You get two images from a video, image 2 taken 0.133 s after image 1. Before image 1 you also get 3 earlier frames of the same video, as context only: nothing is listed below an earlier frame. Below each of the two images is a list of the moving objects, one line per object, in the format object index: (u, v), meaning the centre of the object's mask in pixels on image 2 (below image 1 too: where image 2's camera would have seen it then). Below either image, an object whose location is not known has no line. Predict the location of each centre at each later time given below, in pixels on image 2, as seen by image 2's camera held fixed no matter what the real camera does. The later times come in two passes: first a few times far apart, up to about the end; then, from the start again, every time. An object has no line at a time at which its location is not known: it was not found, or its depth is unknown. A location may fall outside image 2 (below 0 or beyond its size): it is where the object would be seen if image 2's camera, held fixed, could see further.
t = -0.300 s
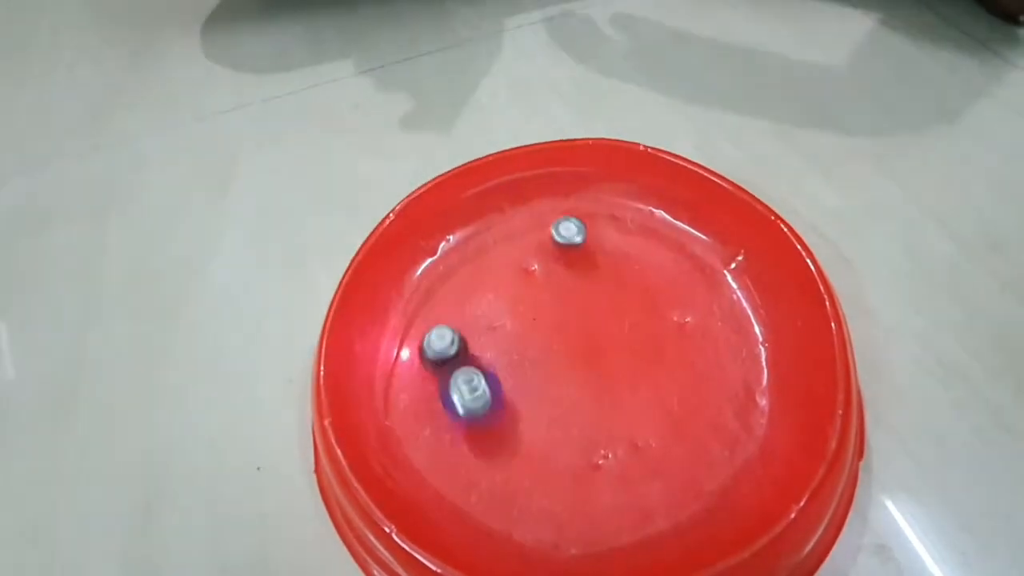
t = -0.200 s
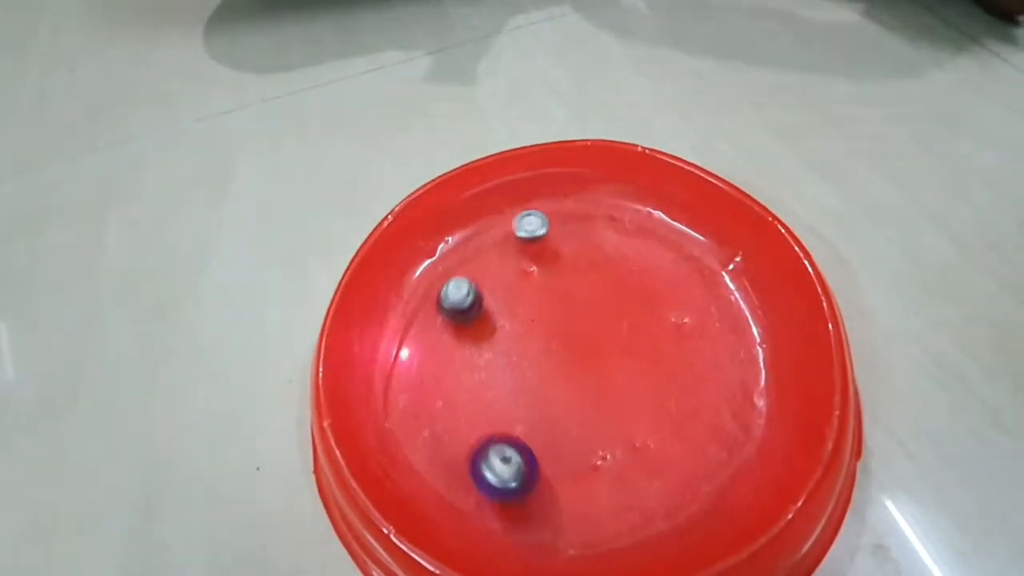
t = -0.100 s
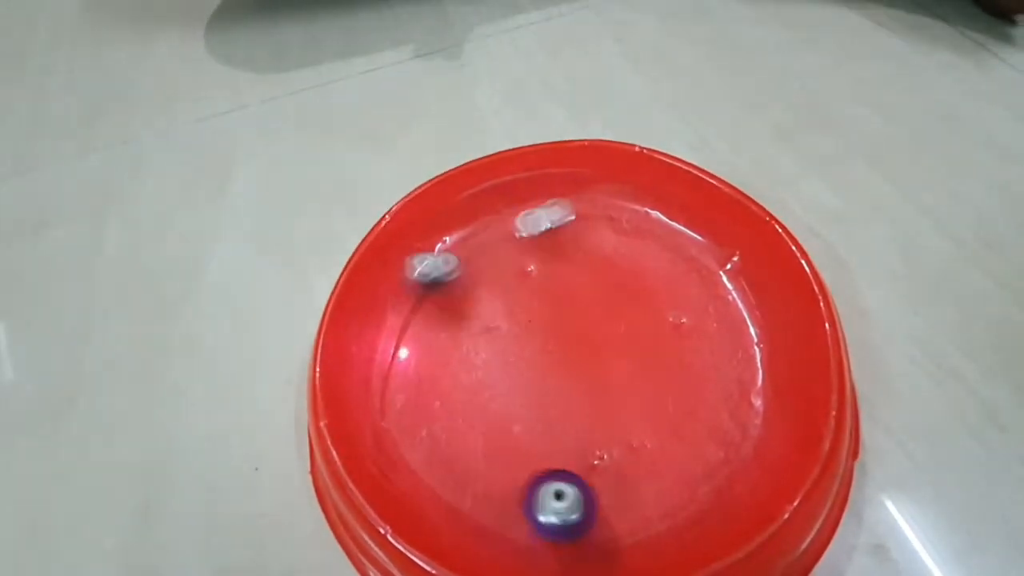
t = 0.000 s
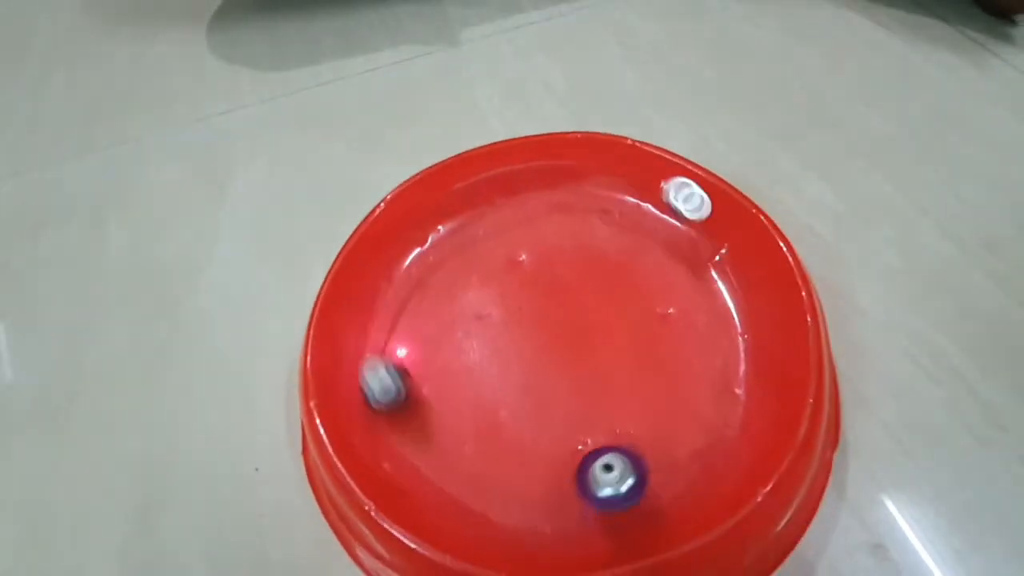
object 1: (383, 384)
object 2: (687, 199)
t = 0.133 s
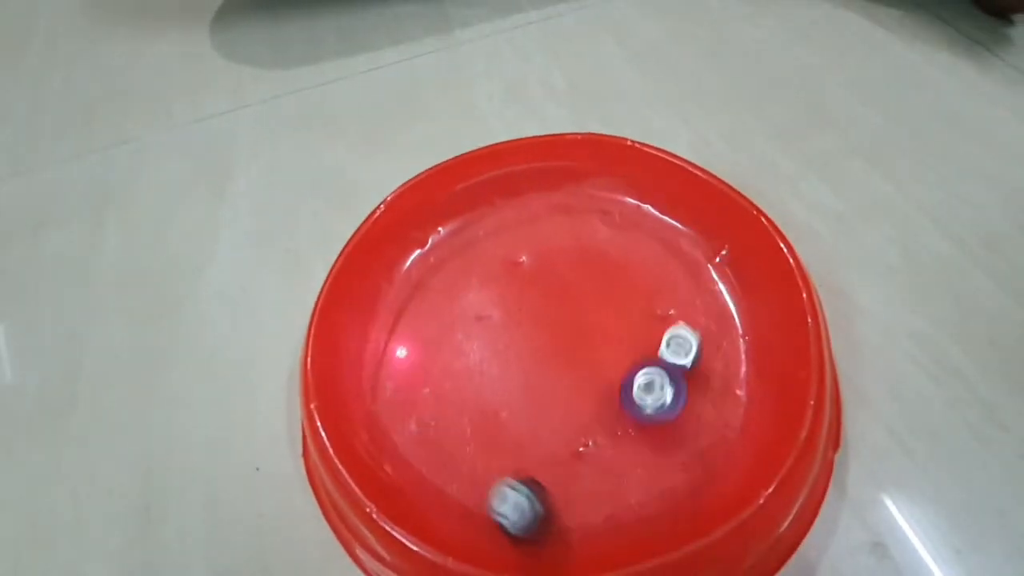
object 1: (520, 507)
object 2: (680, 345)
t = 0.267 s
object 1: (672, 476)
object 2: (738, 369)
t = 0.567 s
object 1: (650, 415)
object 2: (622, 246)
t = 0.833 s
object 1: (582, 299)
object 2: (610, 207)
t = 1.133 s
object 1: (629, 269)
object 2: (611, 224)
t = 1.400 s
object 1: (621, 324)
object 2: (548, 217)
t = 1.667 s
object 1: (550, 302)
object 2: (518, 239)
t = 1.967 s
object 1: (580, 257)
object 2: (493, 253)
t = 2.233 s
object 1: (600, 265)
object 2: (481, 256)
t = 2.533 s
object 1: (625, 259)
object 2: (464, 269)
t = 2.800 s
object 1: (582, 279)
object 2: (449, 284)
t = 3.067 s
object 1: (554, 249)
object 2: (443, 299)
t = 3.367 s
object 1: (565, 254)
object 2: (439, 319)
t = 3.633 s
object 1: (527, 273)
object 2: (443, 337)
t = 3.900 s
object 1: (522, 247)
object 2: (436, 356)
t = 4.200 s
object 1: (504, 266)
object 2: (529, 329)
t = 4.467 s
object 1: (467, 269)
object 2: (569, 277)
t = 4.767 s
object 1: (474, 284)
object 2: (534, 301)
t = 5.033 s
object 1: (476, 268)
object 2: (568, 306)
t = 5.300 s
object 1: (525, 293)
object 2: (568, 279)
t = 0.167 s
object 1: (559, 526)
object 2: (697, 361)
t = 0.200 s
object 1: (604, 517)
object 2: (730, 363)
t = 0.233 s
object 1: (641, 498)
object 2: (745, 368)
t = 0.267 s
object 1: (672, 476)
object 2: (738, 369)
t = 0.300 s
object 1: (693, 455)
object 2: (723, 371)
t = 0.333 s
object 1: (707, 437)
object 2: (706, 377)
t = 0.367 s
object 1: (709, 444)
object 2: (699, 354)
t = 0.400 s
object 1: (707, 452)
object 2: (689, 324)
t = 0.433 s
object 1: (702, 448)
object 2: (673, 303)
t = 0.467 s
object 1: (692, 438)
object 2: (655, 288)
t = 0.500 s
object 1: (681, 429)
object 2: (640, 276)
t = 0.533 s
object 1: (664, 423)
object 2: (629, 262)
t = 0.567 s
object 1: (650, 415)
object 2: (622, 246)
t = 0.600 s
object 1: (633, 404)
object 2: (618, 233)
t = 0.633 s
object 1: (619, 391)
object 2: (615, 222)
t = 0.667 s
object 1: (606, 378)
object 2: (611, 214)
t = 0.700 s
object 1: (596, 363)
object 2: (611, 207)
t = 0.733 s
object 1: (587, 346)
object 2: (613, 203)
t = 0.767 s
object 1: (583, 330)
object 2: (614, 202)
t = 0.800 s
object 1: (581, 314)
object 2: (613, 202)
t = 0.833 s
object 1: (582, 299)
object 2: (610, 207)
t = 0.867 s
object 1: (585, 285)
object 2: (608, 213)
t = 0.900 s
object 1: (590, 271)
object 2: (604, 222)
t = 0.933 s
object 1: (587, 268)
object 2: (603, 223)
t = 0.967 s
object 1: (580, 276)
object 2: (617, 207)
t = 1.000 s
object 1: (590, 269)
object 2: (623, 200)
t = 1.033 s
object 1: (602, 265)
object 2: (624, 200)
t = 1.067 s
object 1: (613, 264)
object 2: (618, 206)
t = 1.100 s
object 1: (621, 266)
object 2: (615, 214)
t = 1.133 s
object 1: (629, 269)
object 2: (611, 224)
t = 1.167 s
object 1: (636, 274)
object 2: (601, 234)
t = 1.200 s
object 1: (640, 280)
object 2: (590, 241)
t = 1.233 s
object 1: (642, 288)
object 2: (576, 245)
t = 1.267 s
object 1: (642, 296)
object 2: (564, 241)
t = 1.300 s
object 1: (640, 304)
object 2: (555, 236)
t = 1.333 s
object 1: (636, 312)
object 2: (551, 227)
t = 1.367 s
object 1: (630, 319)
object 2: (549, 221)
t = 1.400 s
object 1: (621, 324)
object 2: (548, 217)
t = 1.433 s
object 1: (611, 327)
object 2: (551, 216)
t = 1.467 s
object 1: (601, 329)
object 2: (551, 219)
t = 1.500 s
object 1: (590, 328)
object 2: (551, 223)
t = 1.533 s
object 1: (580, 326)
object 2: (549, 232)
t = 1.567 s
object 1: (571, 322)
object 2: (545, 238)
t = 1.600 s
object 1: (563, 316)
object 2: (536, 242)
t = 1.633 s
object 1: (555, 309)
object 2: (527, 242)
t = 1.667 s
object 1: (550, 302)
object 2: (518, 239)
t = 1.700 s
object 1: (547, 294)
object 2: (512, 234)
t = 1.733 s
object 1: (546, 286)
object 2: (508, 229)
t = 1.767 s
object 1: (547, 279)
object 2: (505, 228)
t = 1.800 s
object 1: (550, 273)
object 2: (505, 226)
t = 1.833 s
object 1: (554, 266)
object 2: (504, 229)
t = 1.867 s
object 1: (559, 262)
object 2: (504, 233)
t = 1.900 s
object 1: (566, 259)
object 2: (501, 240)
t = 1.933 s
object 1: (572, 257)
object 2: (498, 248)
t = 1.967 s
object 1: (580, 257)
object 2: (493, 253)
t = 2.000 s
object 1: (586, 259)
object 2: (487, 255)
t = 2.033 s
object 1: (591, 262)
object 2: (482, 253)
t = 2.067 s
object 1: (595, 266)
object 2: (480, 248)
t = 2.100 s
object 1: (598, 271)
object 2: (477, 245)
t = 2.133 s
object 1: (599, 277)
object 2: (477, 246)
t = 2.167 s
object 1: (598, 280)
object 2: (478, 246)
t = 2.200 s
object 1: (599, 272)
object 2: (479, 250)
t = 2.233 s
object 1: (600, 265)
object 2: (481, 256)
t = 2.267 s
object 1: (603, 260)
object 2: (479, 262)
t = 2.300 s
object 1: (606, 256)
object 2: (475, 266)
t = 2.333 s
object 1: (609, 253)
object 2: (469, 268)
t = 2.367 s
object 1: (613, 250)
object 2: (465, 266)
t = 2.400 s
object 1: (617, 250)
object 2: (463, 263)
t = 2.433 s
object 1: (620, 251)
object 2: (461, 262)
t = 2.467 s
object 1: (623, 252)
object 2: (461, 263)
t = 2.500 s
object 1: (625, 255)
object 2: (463, 265)
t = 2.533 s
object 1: (625, 259)
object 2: (464, 269)
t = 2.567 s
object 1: (624, 263)
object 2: (465, 274)
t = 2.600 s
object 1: (621, 268)
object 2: (462, 280)
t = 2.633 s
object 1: (617, 272)
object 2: (457, 283)
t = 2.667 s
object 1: (612, 275)
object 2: (452, 283)
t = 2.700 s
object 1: (605, 277)
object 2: (449, 281)
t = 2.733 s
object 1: (597, 279)
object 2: (447, 280)
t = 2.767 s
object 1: (590, 280)
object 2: (447, 280)
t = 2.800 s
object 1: (582, 279)
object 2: (449, 284)
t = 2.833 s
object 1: (574, 278)
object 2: (451, 287)
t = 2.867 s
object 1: (568, 275)
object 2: (452, 292)
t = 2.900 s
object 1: (562, 271)
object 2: (450, 296)
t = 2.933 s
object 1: (557, 267)
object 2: (447, 299)
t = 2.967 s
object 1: (554, 263)
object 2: (444, 298)
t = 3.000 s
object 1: (553, 258)
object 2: (442, 297)
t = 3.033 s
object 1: (553, 253)
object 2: (441, 297)
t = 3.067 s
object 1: (554, 249)
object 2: (443, 299)
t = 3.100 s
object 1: (556, 246)
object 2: (445, 301)
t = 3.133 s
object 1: (558, 243)
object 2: (446, 305)
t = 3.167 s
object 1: (560, 241)
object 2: (446, 309)
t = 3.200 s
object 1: (562, 241)
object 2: (444, 311)
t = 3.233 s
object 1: (564, 241)
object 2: (441, 313)
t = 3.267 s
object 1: (565, 243)
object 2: (440, 315)
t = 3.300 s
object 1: (566, 246)
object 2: (438, 317)
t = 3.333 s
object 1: (566, 250)
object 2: (438, 317)
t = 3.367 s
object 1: (565, 254)
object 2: (439, 319)
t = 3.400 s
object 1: (562, 258)
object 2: (441, 321)
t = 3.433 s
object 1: (559, 262)
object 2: (442, 325)
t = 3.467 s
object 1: (555, 266)
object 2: (443, 328)
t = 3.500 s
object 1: (550, 270)
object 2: (444, 332)
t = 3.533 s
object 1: (544, 272)
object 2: (443, 336)
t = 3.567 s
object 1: (539, 273)
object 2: (441, 338)
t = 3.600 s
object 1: (533, 273)
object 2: (440, 337)
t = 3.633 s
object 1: (527, 273)
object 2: (443, 337)
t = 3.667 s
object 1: (523, 272)
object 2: (445, 340)
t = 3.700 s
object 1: (519, 270)
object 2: (448, 343)
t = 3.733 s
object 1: (516, 267)
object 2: (451, 344)
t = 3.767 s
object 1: (515, 265)
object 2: (456, 348)
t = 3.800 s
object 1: (515, 261)
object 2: (454, 355)
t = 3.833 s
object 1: (517, 258)
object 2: (449, 361)
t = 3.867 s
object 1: (520, 253)
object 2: (440, 361)
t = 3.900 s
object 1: (522, 247)
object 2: (436, 356)
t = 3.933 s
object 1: (521, 243)
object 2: (436, 351)
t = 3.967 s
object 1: (520, 241)
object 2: (440, 346)
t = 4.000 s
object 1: (520, 242)
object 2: (445, 339)
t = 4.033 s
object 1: (518, 243)
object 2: (453, 332)
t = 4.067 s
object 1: (515, 247)
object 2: (467, 326)
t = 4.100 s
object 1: (511, 253)
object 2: (486, 325)
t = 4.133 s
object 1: (510, 257)
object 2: (501, 330)
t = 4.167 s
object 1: (508, 262)
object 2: (515, 330)
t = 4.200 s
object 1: (504, 266)
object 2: (529, 329)
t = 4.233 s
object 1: (500, 269)
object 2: (544, 327)
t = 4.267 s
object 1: (495, 272)
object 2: (559, 324)
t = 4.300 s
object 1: (489, 273)
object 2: (569, 317)
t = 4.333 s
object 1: (484, 273)
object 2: (575, 308)
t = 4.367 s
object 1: (479, 273)
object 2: (578, 298)
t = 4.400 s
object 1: (474, 271)
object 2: (577, 288)
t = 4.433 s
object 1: (470, 270)
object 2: (574, 283)
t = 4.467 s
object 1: (467, 269)
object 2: (569, 277)
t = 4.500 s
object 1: (464, 267)
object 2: (563, 275)
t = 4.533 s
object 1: (463, 267)
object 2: (558, 274)
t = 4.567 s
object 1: (464, 267)
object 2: (551, 274)
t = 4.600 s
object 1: (465, 268)
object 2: (545, 276)
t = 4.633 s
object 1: (467, 271)
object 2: (539, 279)
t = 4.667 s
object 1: (470, 273)
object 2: (534, 284)
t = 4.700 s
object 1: (472, 276)
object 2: (532, 290)
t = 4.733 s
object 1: (473, 279)
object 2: (532, 295)
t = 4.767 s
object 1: (474, 284)
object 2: (534, 301)
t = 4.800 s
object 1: (473, 289)
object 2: (539, 305)
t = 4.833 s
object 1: (471, 292)
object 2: (544, 308)
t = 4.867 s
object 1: (467, 296)
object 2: (548, 309)
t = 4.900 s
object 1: (462, 295)
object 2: (552, 310)
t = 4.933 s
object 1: (461, 287)
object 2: (556, 309)
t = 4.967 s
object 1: (463, 279)
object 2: (561, 308)
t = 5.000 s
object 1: (469, 272)
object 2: (565, 307)
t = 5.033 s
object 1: (476, 268)
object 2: (568, 306)
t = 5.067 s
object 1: (486, 265)
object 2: (572, 303)
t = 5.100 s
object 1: (496, 265)
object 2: (574, 299)
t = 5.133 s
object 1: (504, 268)
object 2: (575, 296)
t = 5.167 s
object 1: (512, 274)
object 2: (575, 292)
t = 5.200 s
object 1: (517, 282)
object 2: (574, 289)
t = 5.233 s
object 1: (523, 282)
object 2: (573, 284)
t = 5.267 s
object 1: (525, 287)
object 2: (571, 282)
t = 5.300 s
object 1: (525, 293)
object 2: (568, 279)
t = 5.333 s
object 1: (524, 296)
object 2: (566, 279)
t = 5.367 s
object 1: (522, 300)
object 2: (565, 277)
